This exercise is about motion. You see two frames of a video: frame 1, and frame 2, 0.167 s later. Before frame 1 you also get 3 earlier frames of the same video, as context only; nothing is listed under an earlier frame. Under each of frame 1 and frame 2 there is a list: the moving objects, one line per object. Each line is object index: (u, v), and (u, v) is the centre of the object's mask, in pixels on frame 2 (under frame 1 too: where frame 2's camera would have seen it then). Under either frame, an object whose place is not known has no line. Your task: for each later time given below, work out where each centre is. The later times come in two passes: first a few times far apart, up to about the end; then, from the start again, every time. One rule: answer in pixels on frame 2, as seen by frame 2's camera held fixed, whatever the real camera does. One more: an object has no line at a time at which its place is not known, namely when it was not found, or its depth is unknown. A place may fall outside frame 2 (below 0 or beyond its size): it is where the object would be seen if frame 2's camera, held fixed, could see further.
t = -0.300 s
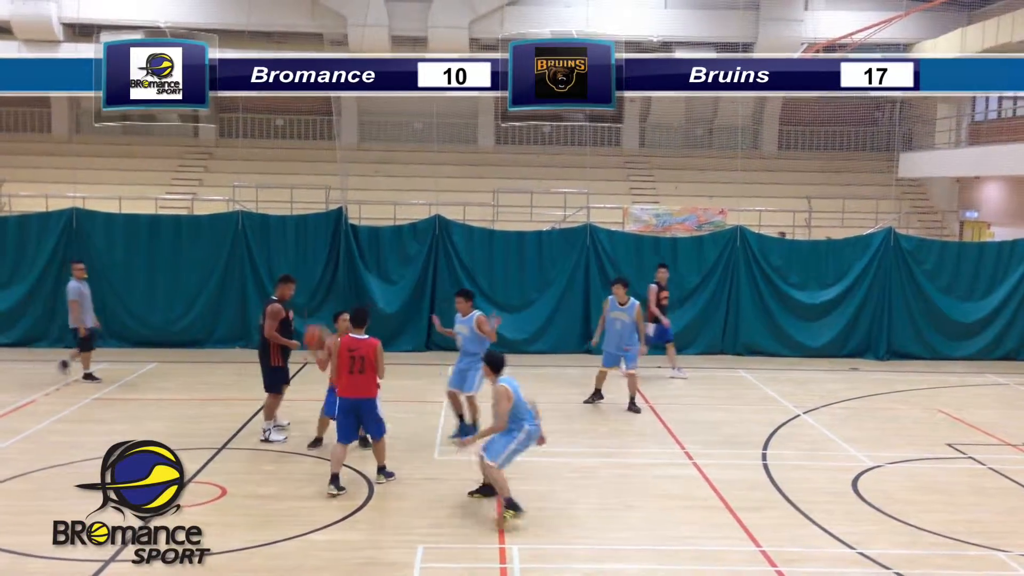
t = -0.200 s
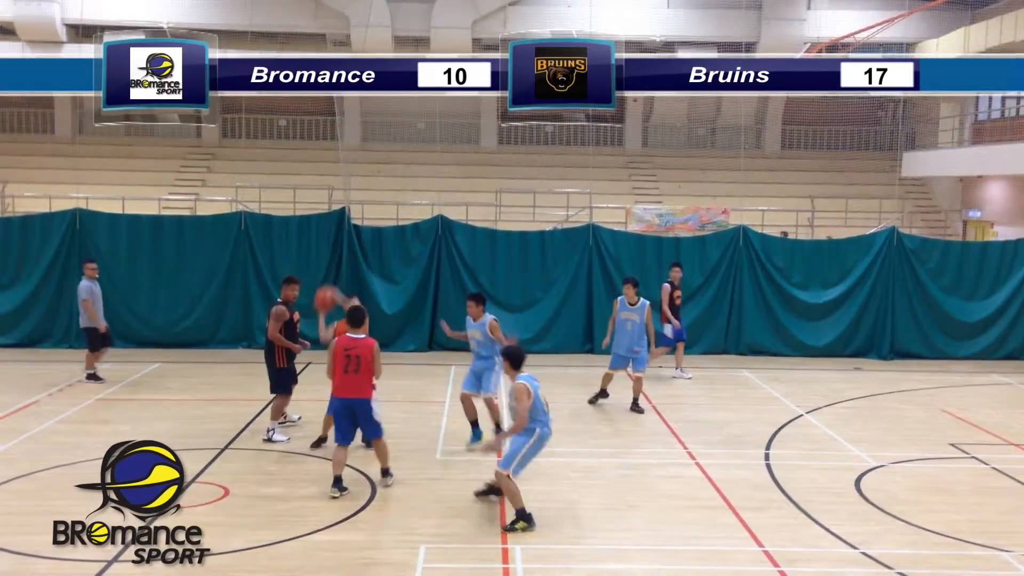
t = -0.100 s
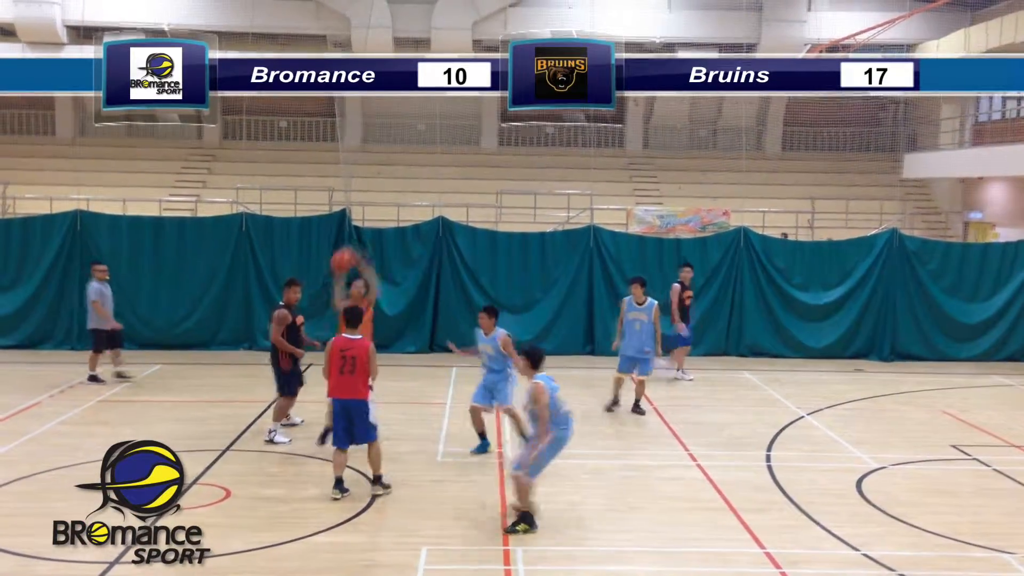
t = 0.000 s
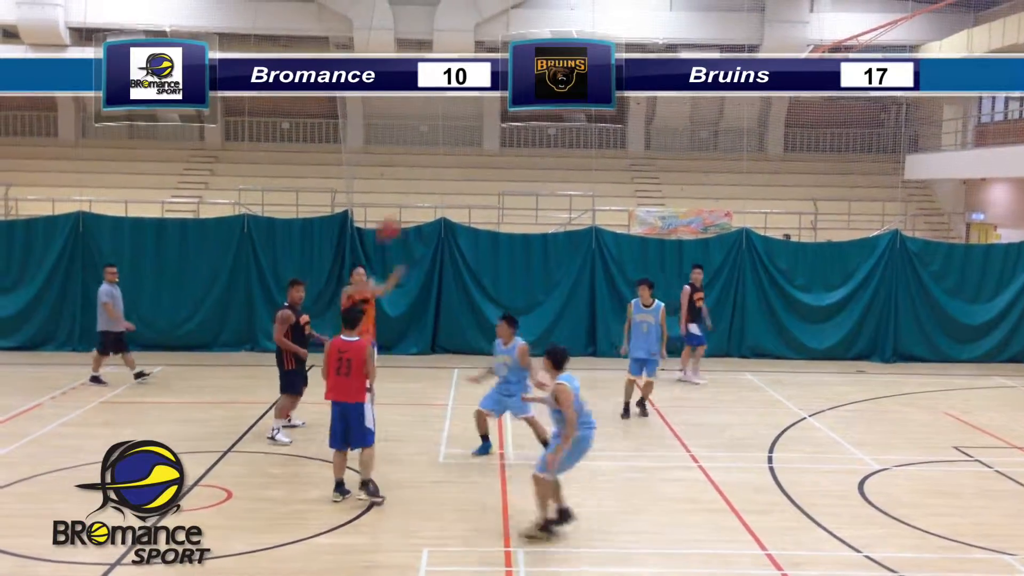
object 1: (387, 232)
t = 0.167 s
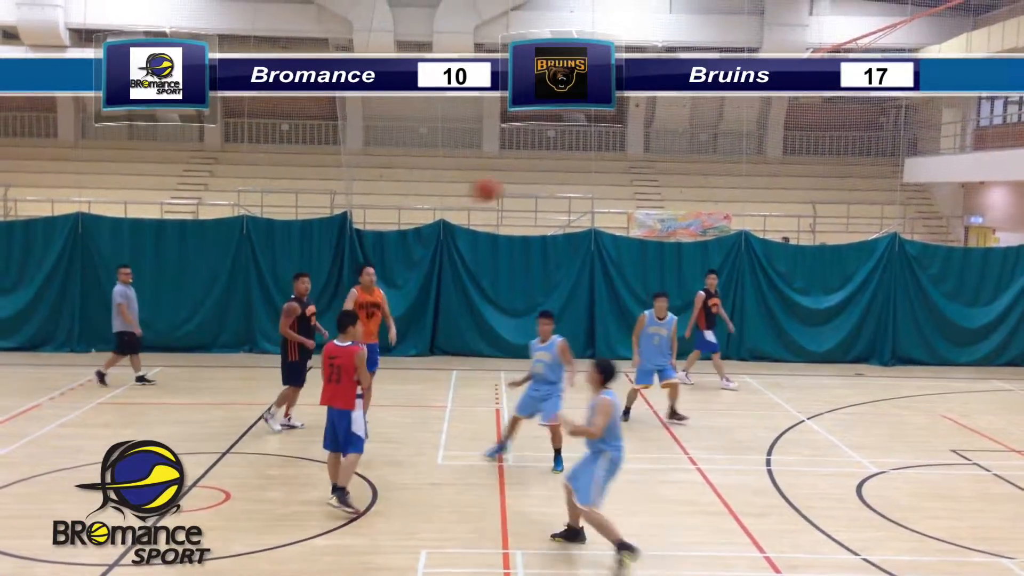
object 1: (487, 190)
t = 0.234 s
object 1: (532, 178)
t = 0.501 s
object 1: (784, 182)
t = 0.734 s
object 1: (1162, 301)
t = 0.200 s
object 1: (510, 184)
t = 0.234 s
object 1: (532, 178)
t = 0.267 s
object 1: (558, 176)
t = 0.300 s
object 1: (585, 171)
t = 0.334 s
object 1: (613, 169)
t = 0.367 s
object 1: (642, 168)
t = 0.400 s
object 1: (675, 169)
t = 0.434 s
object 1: (708, 171)
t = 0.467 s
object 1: (744, 175)
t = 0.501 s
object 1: (784, 182)
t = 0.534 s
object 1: (825, 189)
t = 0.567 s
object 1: (868, 201)
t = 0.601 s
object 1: (916, 213)
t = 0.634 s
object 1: (968, 227)
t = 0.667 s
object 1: (1030, 250)
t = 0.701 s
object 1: (1092, 273)
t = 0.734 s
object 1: (1162, 301)
